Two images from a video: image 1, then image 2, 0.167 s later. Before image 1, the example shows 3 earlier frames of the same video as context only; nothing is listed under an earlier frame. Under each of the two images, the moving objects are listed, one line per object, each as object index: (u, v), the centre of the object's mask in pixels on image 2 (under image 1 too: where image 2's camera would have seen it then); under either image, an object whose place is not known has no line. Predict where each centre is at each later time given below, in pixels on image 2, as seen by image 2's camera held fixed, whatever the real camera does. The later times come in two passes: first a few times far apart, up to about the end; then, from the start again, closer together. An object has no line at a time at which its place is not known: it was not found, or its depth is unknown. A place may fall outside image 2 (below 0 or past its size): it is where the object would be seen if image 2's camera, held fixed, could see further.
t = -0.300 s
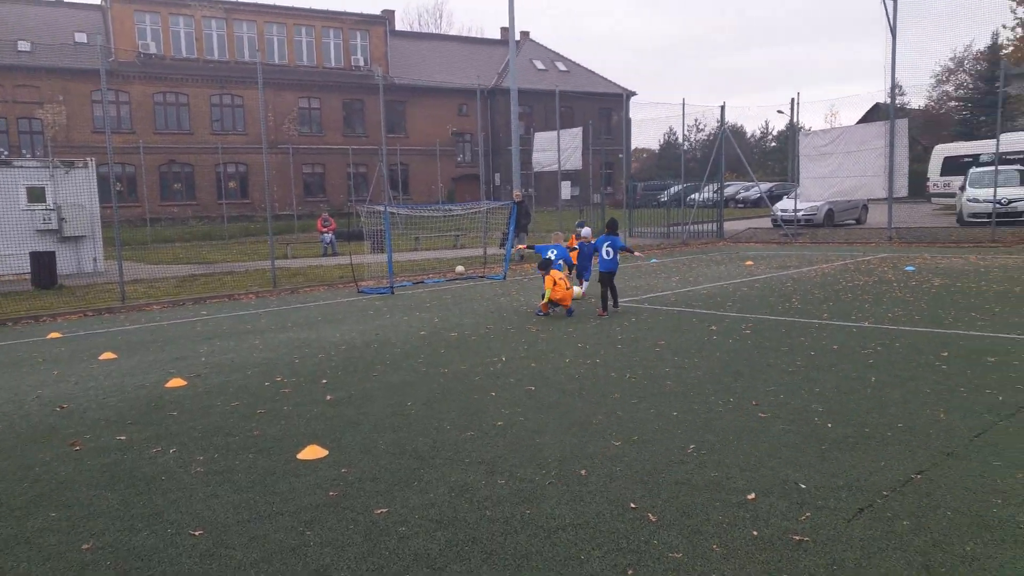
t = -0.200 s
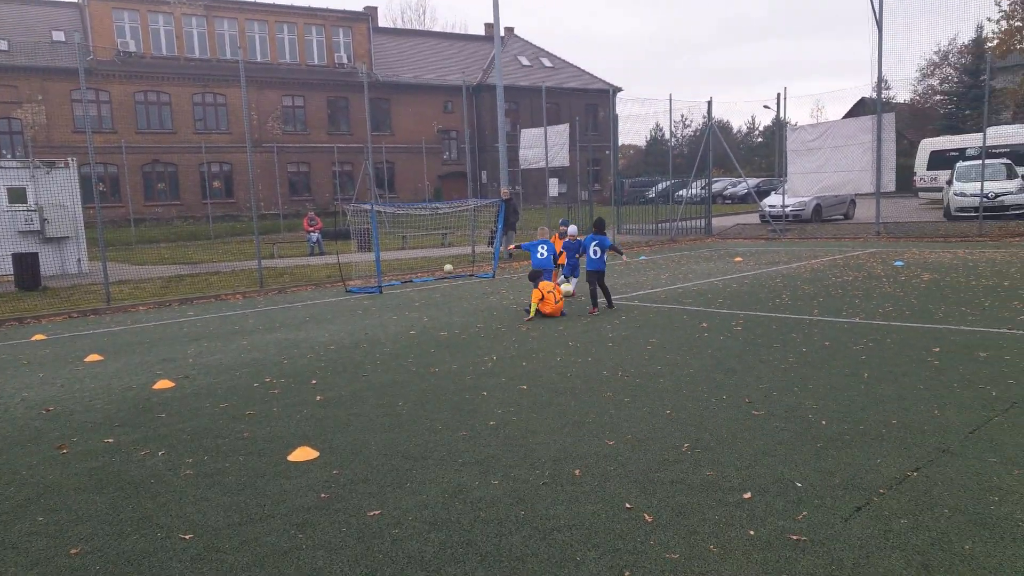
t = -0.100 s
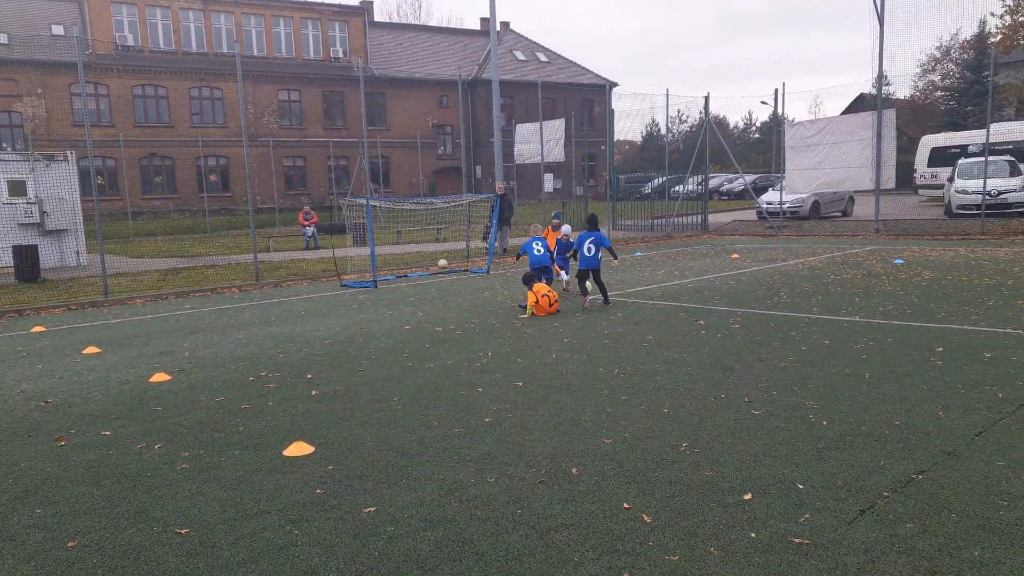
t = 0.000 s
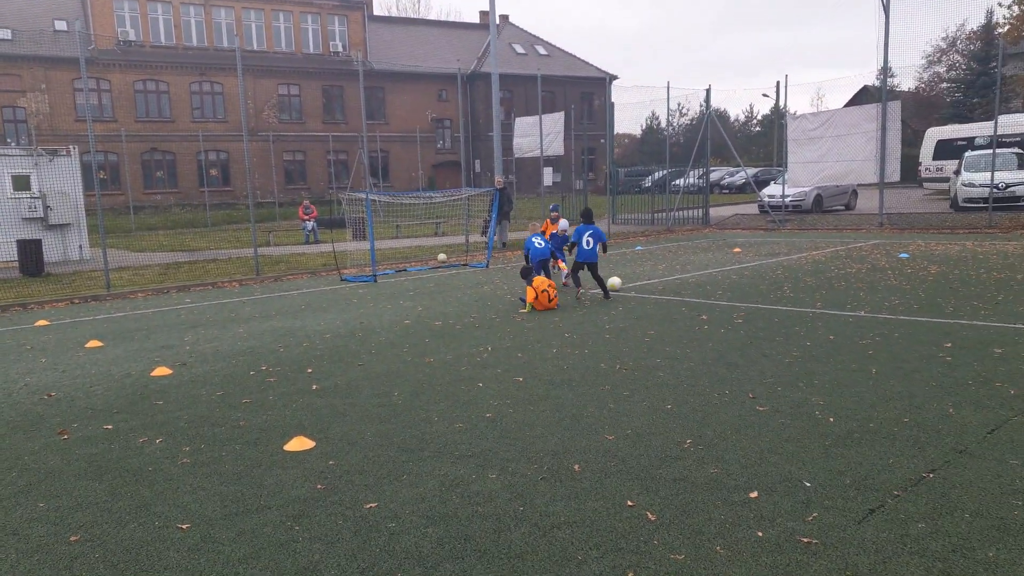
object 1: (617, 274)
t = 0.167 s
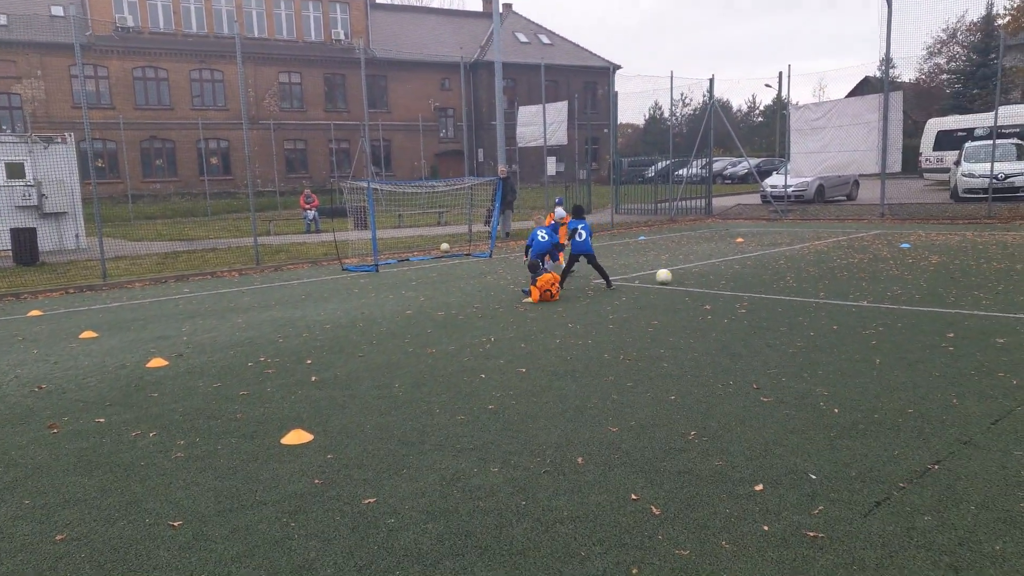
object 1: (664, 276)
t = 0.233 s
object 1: (681, 277)
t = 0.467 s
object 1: (735, 279)
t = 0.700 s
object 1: (782, 283)
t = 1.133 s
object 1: (873, 288)
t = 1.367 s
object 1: (924, 290)
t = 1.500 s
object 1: (954, 292)
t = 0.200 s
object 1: (673, 277)
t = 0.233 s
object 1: (681, 277)
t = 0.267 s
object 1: (690, 277)
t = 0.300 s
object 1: (698, 277)
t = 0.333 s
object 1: (706, 277)
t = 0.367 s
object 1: (713, 278)
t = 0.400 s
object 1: (721, 279)
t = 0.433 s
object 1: (728, 279)
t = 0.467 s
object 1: (735, 279)
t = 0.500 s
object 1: (741, 280)
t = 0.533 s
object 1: (748, 281)
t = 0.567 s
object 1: (755, 281)
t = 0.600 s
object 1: (762, 281)
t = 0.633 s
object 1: (769, 282)
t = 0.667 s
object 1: (776, 282)
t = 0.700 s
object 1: (782, 283)
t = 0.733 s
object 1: (789, 283)
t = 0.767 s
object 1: (796, 283)
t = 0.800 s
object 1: (803, 283)
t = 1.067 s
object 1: (859, 286)
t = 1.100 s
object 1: (866, 287)
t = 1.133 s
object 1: (873, 288)
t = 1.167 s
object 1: (880, 288)
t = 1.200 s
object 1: (888, 289)
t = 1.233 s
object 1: (896, 289)
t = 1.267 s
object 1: (903, 289)
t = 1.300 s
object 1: (910, 290)
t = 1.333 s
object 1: (916, 290)
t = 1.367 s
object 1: (924, 290)
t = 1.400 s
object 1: (931, 291)
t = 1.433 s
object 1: (939, 291)
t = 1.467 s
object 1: (946, 292)
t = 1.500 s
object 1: (954, 292)
